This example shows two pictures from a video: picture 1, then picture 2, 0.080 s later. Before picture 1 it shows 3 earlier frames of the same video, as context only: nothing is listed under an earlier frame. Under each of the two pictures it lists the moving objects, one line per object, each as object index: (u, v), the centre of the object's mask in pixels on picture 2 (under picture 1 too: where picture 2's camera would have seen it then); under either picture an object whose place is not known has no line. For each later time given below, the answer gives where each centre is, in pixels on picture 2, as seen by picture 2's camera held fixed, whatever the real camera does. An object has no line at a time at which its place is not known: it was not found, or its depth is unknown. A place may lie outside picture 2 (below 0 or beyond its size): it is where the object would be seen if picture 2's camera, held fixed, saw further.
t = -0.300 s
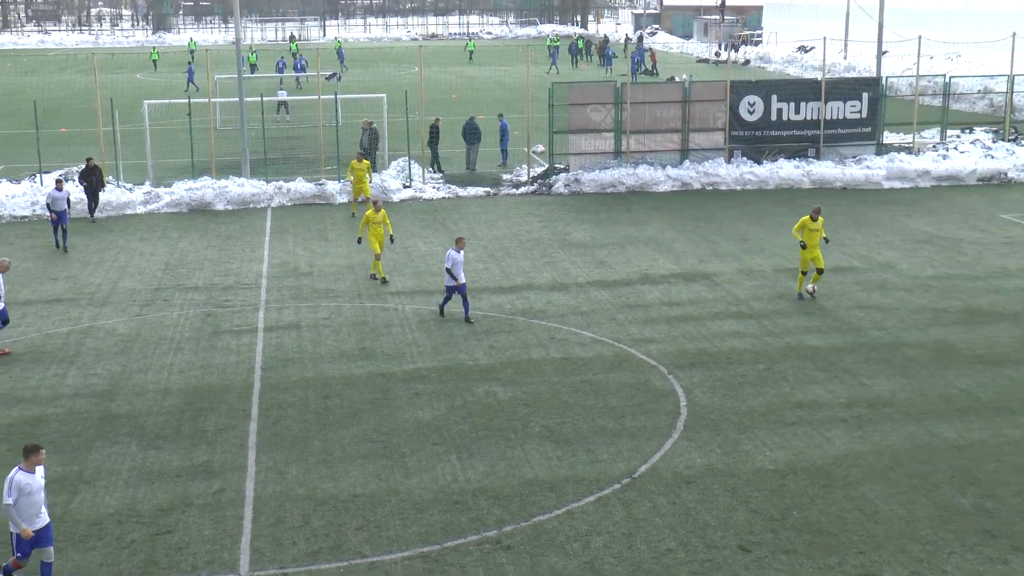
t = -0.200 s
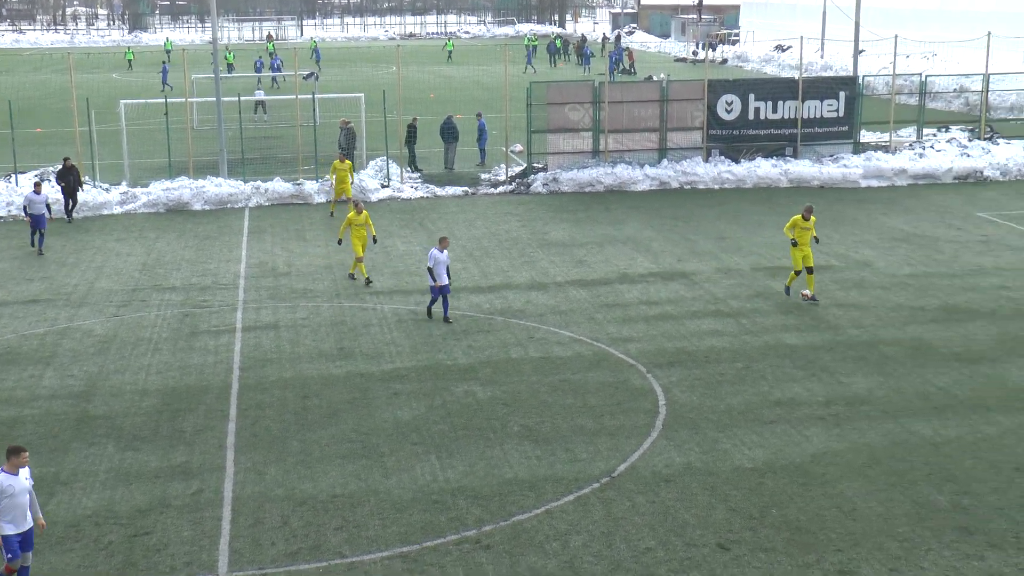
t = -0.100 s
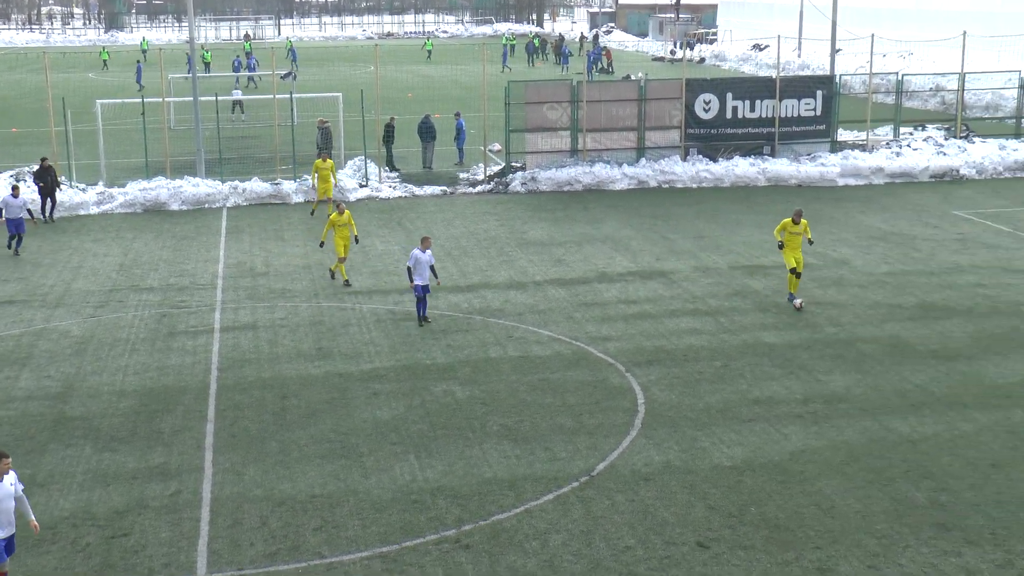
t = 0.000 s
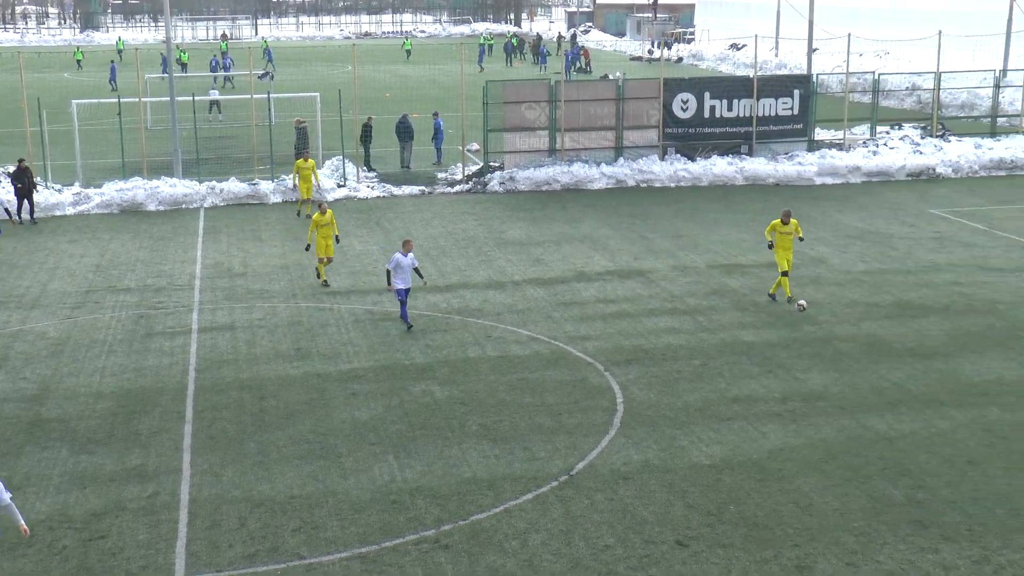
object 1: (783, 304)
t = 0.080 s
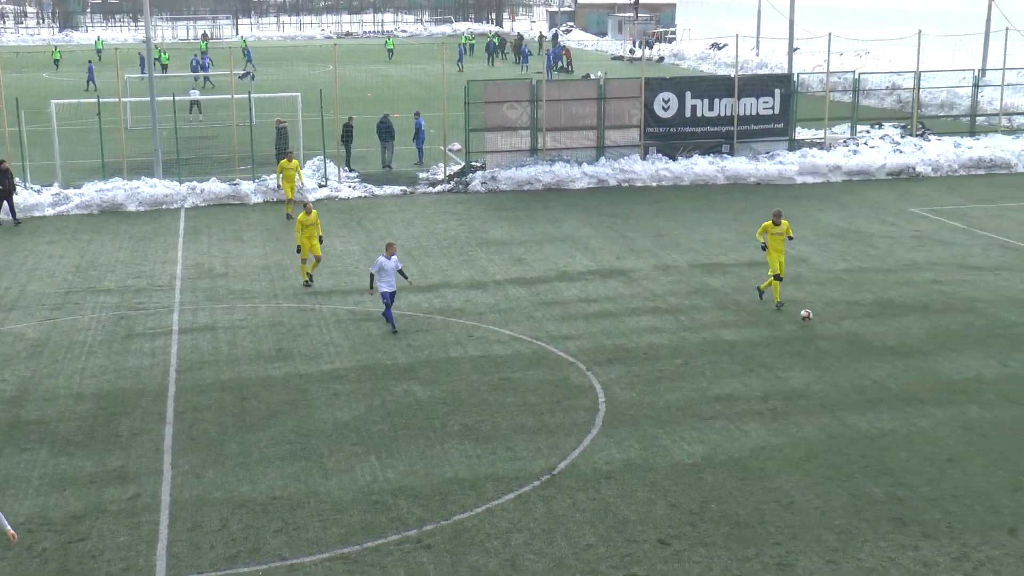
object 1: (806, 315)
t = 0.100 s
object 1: (812, 318)
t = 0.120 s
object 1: (817, 322)
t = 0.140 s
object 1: (823, 326)
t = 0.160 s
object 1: (829, 328)
